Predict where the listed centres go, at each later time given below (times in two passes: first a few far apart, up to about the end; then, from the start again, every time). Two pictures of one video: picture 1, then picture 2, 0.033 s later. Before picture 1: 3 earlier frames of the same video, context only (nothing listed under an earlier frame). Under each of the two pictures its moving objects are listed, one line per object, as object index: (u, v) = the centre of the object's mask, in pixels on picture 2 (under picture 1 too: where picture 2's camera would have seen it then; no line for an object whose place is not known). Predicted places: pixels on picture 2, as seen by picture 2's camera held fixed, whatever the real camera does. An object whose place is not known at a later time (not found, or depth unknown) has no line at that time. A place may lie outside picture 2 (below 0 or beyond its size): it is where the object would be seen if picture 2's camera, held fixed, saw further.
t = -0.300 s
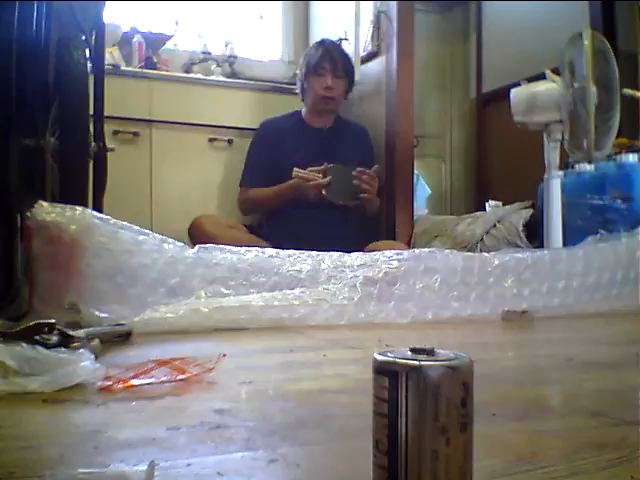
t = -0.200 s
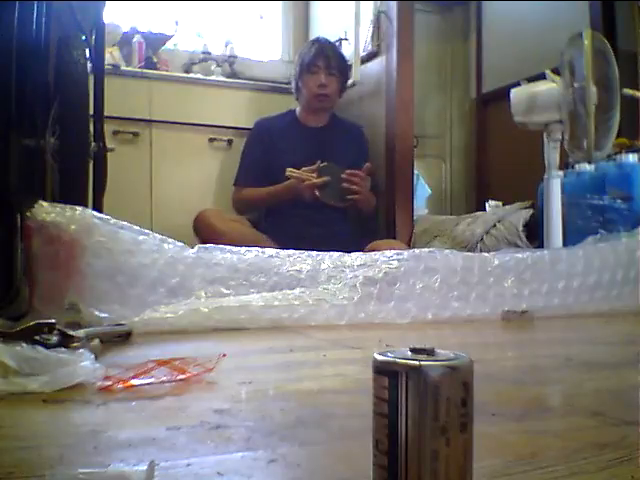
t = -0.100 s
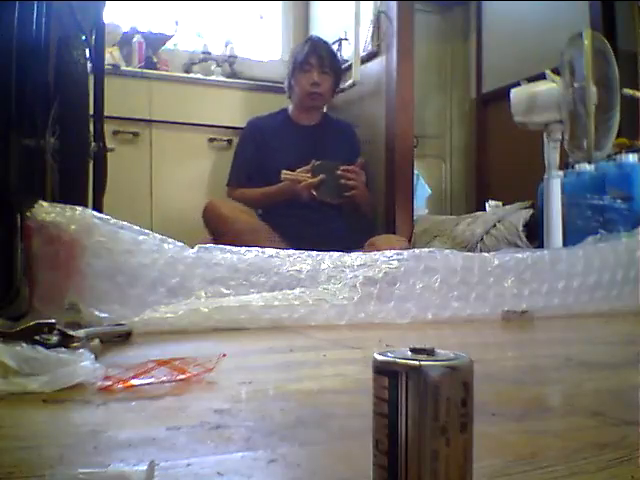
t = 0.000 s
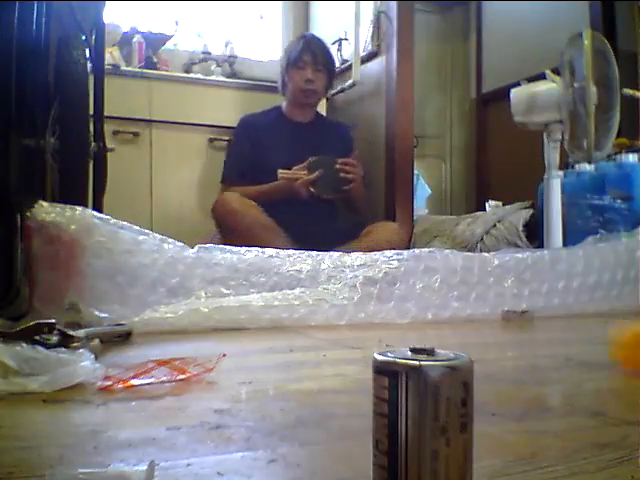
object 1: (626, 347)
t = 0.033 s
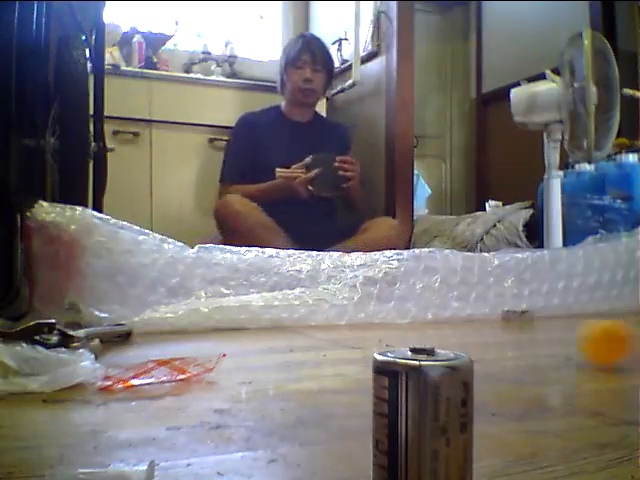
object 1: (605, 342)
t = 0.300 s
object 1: (432, 323)
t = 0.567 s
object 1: (347, 304)
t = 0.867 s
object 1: (305, 314)
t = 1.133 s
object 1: (271, 319)
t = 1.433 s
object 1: (229, 320)
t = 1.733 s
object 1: (186, 323)
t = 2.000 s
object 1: (149, 324)
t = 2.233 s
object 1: (142, 326)
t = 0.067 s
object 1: (575, 337)
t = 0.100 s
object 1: (550, 335)
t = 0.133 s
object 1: (525, 332)
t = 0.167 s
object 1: (504, 331)
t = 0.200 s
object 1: (484, 329)
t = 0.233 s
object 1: (464, 326)
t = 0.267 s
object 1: (447, 324)
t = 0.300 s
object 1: (432, 323)
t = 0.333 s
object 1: (418, 321)
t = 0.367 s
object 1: (403, 319)
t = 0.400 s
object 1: (392, 317)
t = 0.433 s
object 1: (381, 316)
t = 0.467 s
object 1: (369, 314)
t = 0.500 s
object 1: (358, 313)
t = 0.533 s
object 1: (351, 308)
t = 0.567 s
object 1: (347, 304)
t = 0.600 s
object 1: (341, 310)
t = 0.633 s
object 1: (336, 310)
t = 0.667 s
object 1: (330, 309)
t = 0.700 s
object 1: (326, 314)
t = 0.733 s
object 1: (321, 311)
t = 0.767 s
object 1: (317, 313)
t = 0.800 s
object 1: (313, 312)
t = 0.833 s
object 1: (309, 314)
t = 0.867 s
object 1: (305, 314)
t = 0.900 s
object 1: (301, 315)
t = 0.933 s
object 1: (297, 316)
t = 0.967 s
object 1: (293, 317)
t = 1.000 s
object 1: (288, 318)
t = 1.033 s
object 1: (284, 318)
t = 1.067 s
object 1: (279, 318)
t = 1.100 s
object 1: (275, 318)
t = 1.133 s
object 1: (271, 319)
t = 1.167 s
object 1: (266, 319)
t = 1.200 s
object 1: (263, 319)
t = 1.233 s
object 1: (258, 319)
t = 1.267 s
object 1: (254, 319)
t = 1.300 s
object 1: (249, 320)
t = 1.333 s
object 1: (244, 320)
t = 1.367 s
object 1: (239, 320)
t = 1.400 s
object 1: (234, 320)
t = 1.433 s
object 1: (229, 320)
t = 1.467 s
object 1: (224, 320)
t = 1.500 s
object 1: (220, 321)
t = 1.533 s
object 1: (215, 321)
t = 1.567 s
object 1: (210, 322)
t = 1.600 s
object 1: (206, 322)
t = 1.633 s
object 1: (201, 323)
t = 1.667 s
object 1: (196, 322)
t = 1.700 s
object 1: (192, 322)
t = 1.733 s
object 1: (186, 323)
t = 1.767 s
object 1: (181, 323)
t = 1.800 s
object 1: (176, 323)
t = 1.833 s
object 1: (171, 323)
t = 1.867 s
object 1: (167, 324)
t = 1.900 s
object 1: (162, 324)
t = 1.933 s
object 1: (158, 324)
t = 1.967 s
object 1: (153, 324)
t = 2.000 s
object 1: (149, 324)
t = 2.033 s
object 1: (144, 325)
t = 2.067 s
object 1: (144, 325)
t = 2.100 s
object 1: (144, 325)
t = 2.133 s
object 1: (143, 326)
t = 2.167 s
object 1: (143, 326)
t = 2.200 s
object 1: (143, 326)
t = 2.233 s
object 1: (142, 326)
